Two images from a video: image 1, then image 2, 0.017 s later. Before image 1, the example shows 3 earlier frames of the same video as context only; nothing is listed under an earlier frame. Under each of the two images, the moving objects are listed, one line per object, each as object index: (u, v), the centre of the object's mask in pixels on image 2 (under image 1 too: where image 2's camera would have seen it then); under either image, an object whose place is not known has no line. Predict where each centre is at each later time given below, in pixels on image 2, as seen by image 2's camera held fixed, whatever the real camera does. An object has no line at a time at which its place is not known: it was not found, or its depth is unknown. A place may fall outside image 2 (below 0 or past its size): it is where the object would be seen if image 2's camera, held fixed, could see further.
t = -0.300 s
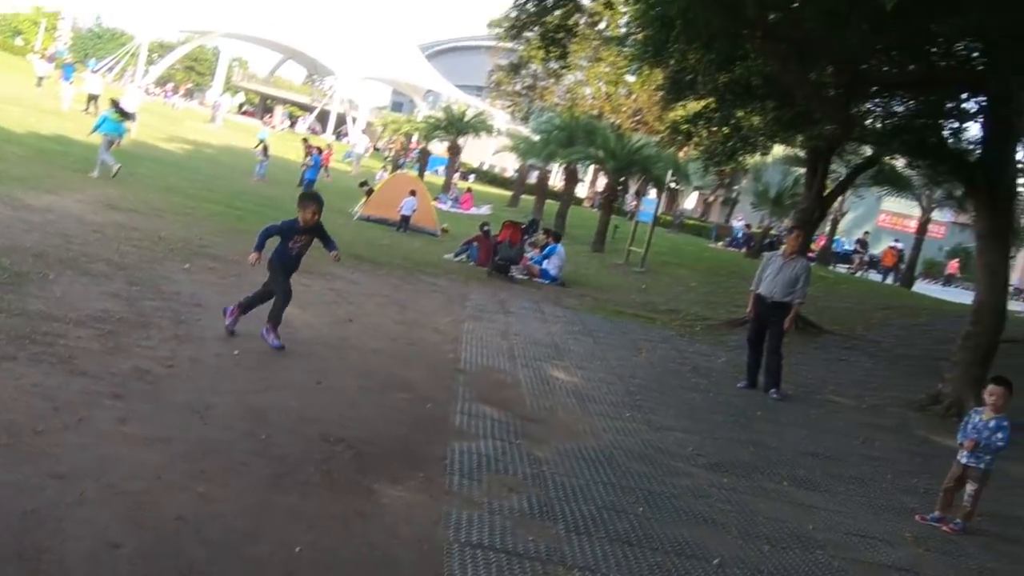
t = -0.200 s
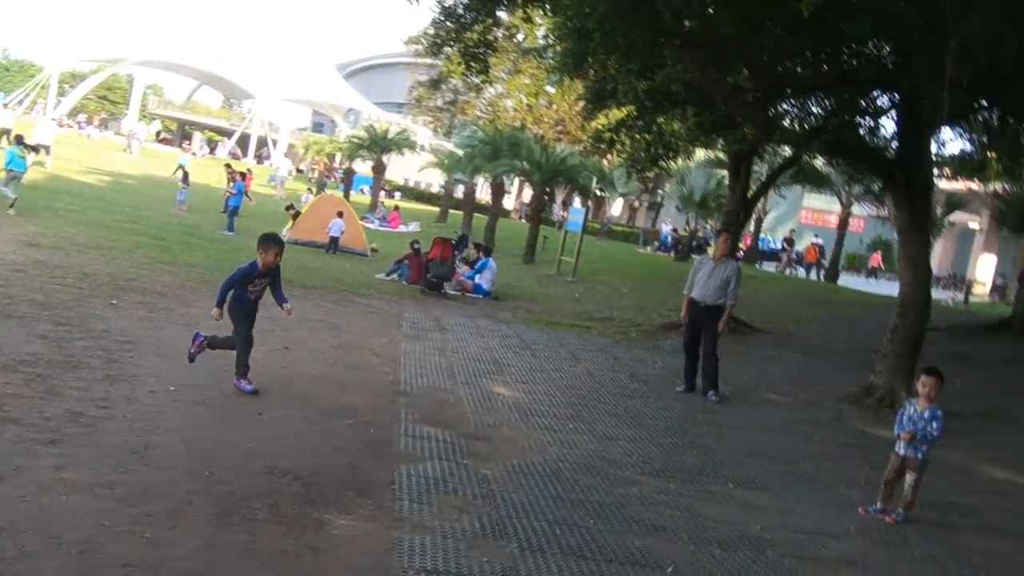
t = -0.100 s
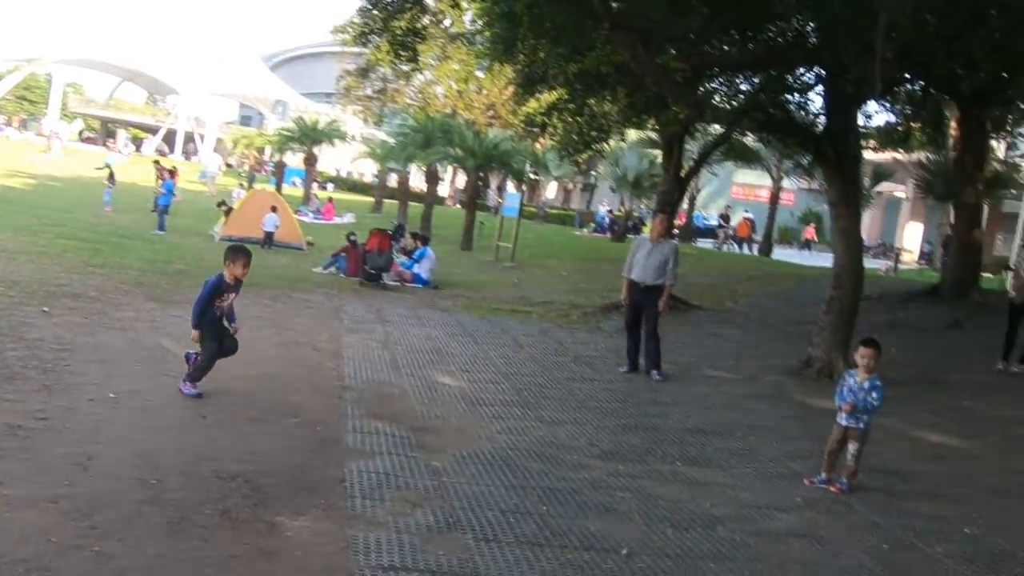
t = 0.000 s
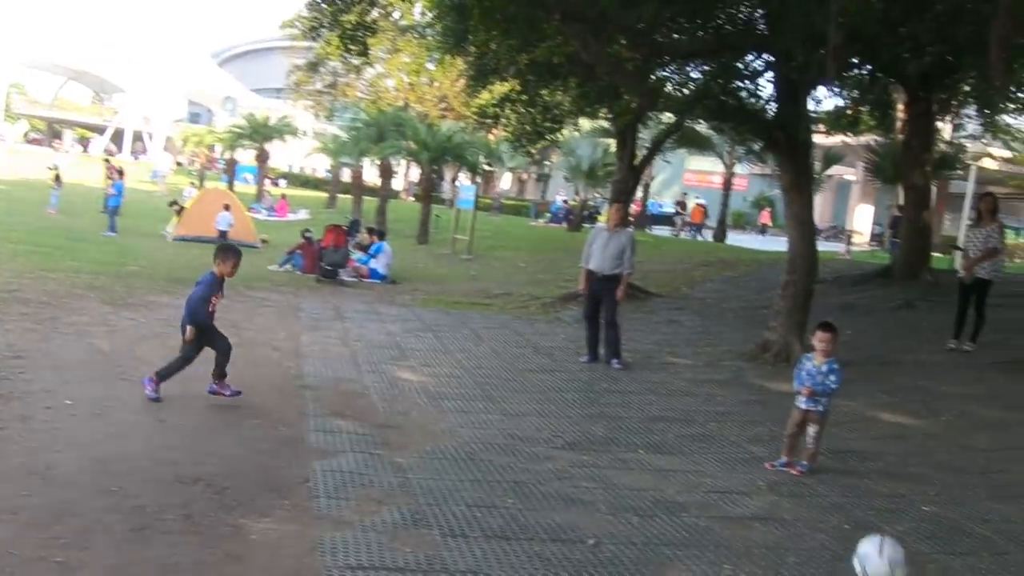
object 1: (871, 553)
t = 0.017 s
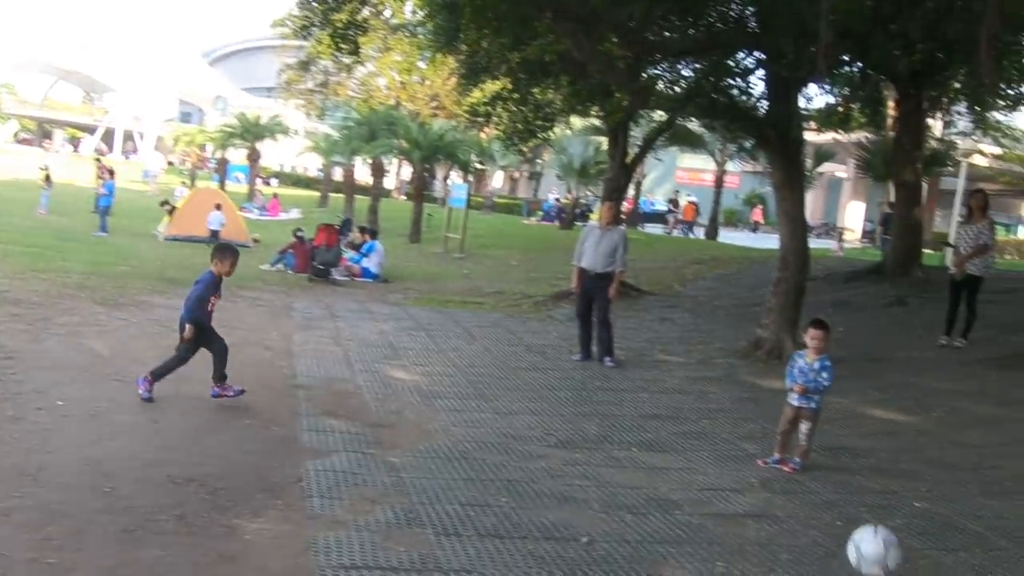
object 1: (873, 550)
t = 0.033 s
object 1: (874, 544)
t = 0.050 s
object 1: (875, 540)
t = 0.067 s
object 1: (877, 537)
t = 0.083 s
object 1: (877, 534)
